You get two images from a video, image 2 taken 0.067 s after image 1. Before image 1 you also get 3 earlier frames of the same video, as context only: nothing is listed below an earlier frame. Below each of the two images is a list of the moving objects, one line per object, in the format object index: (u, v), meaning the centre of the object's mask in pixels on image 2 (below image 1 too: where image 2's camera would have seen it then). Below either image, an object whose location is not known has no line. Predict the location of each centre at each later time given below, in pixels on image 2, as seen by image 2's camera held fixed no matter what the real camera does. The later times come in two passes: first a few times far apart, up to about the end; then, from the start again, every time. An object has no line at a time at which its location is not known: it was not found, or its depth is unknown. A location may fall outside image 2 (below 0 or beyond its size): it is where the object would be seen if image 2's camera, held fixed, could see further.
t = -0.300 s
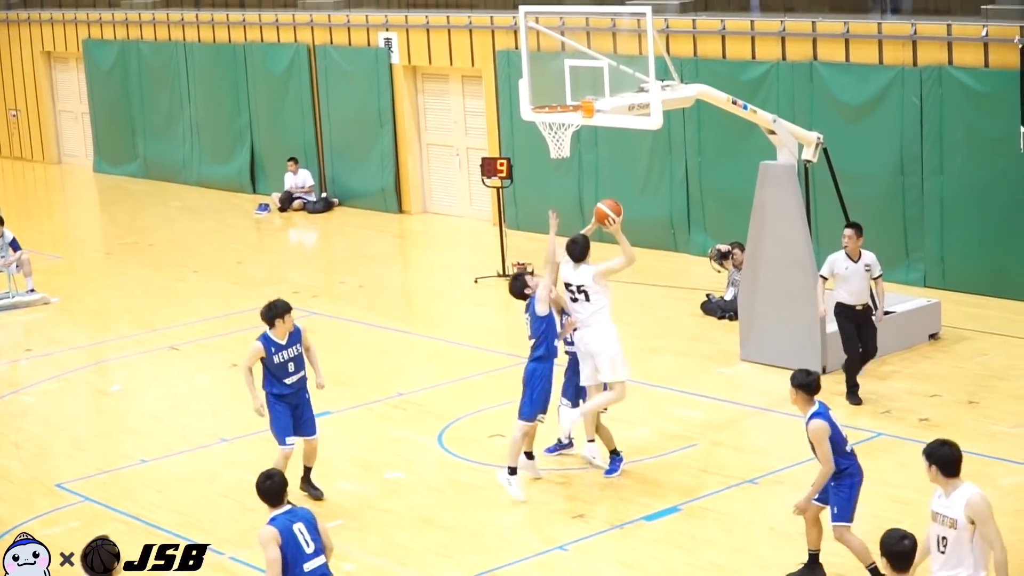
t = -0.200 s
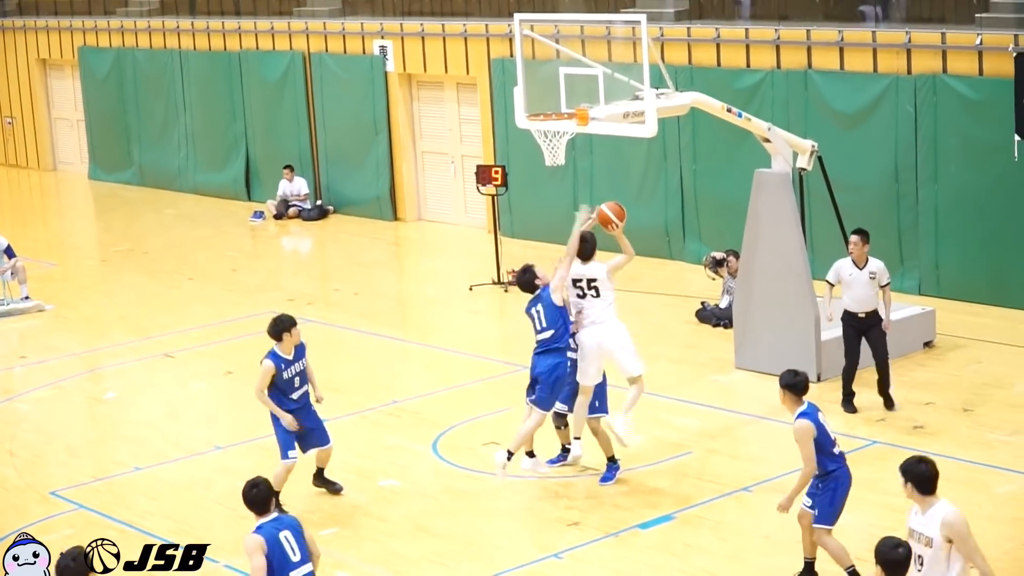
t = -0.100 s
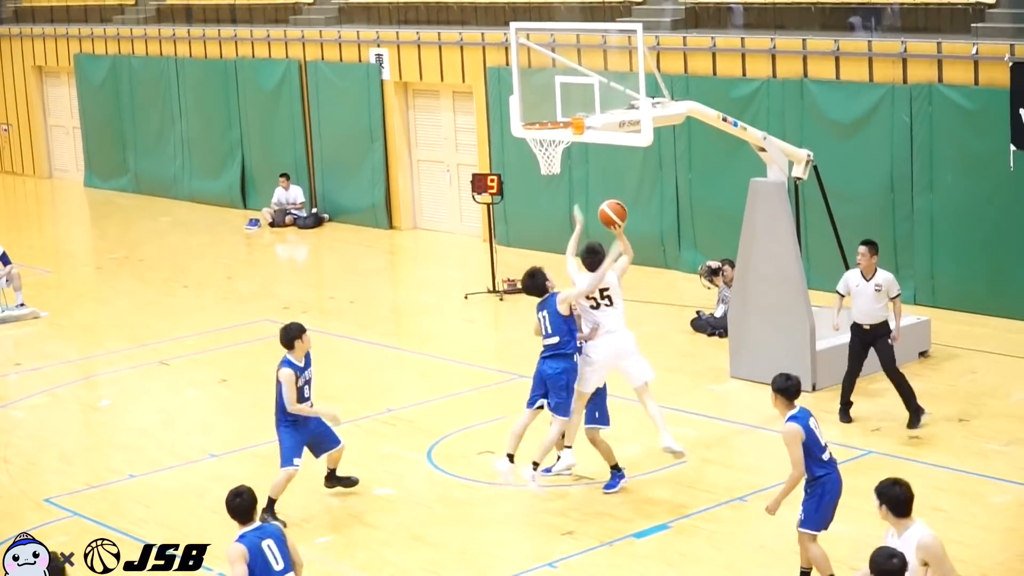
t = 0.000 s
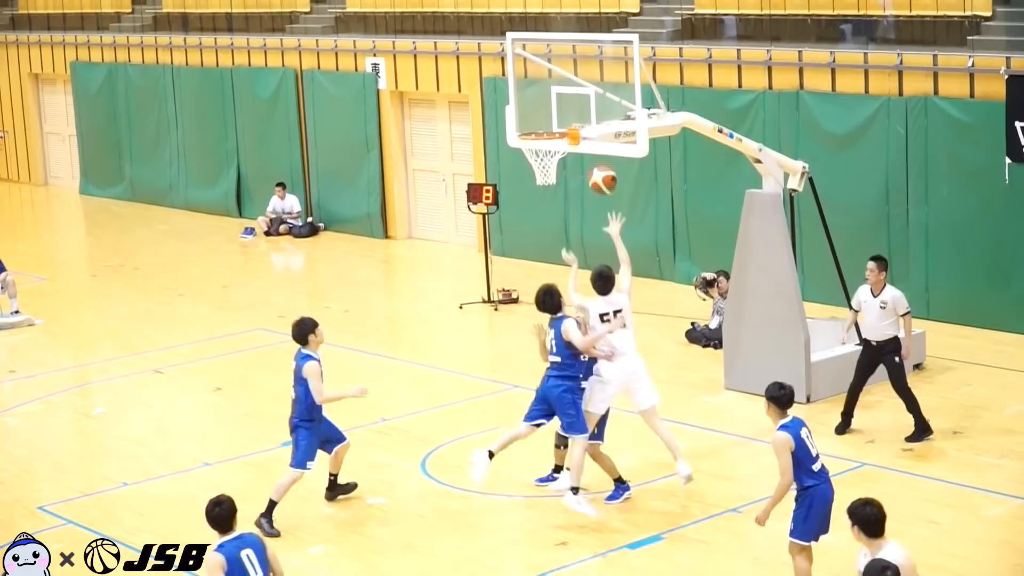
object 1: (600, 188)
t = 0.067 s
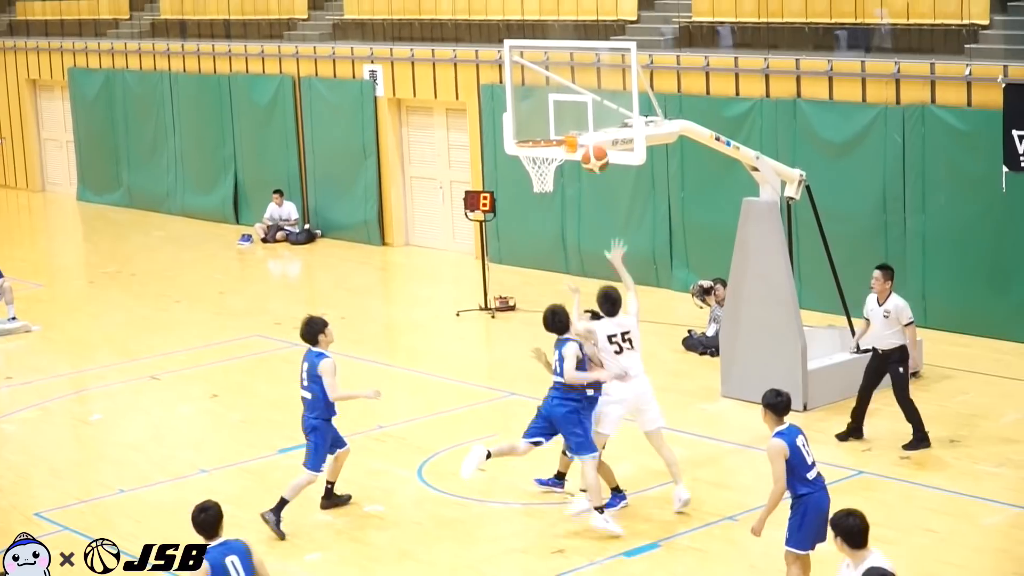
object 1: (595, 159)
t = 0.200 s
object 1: (586, 118)
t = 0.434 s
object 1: (573, 96)
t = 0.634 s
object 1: (536, 131)
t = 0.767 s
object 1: (542, 160)
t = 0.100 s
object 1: (593, 146)
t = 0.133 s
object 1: (590, 135)
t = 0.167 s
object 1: (588, 126)
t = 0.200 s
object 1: (586, 118)
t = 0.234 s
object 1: (584, 111)
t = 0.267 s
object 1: (582, 105)
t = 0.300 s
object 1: (580, 100)
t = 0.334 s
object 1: (578, 97)
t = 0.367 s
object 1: (576, 96)
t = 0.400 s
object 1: (575, 95)
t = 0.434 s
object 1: (573, 96)
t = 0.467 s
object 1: (570, 98)
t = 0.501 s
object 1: (564, 101)
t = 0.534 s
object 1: (556, 107)
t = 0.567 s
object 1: (549, 114)
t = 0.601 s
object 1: (542, 121)
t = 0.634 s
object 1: (536, 131)
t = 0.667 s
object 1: (531, 137)
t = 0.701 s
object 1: (534, 142)
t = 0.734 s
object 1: (539, 151)
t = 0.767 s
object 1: (542, 160)
